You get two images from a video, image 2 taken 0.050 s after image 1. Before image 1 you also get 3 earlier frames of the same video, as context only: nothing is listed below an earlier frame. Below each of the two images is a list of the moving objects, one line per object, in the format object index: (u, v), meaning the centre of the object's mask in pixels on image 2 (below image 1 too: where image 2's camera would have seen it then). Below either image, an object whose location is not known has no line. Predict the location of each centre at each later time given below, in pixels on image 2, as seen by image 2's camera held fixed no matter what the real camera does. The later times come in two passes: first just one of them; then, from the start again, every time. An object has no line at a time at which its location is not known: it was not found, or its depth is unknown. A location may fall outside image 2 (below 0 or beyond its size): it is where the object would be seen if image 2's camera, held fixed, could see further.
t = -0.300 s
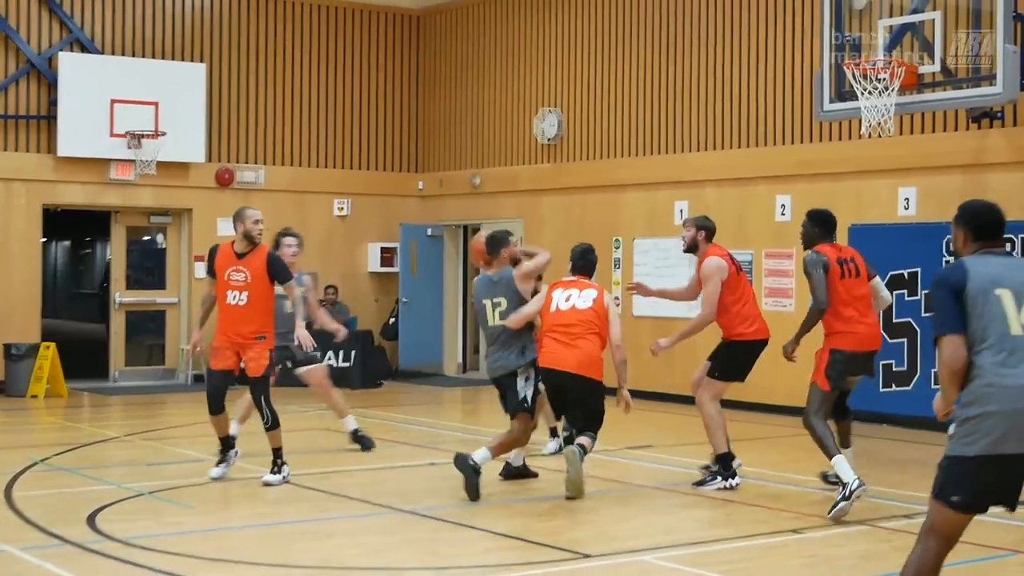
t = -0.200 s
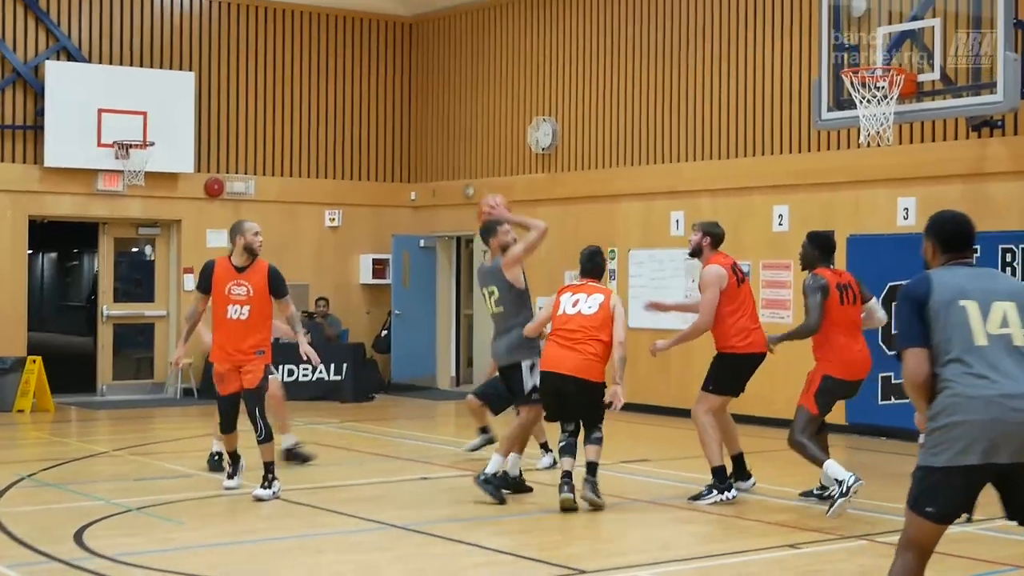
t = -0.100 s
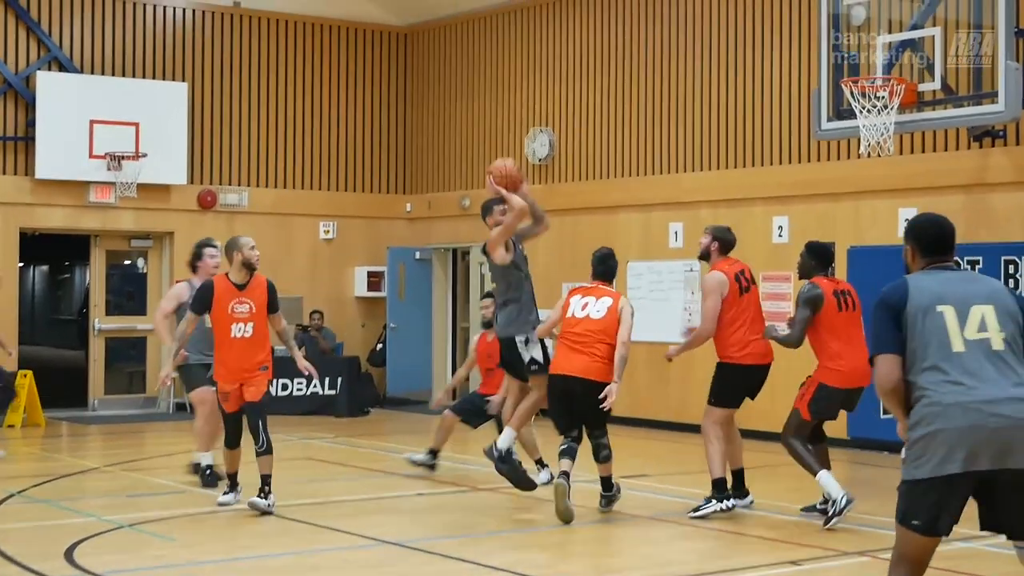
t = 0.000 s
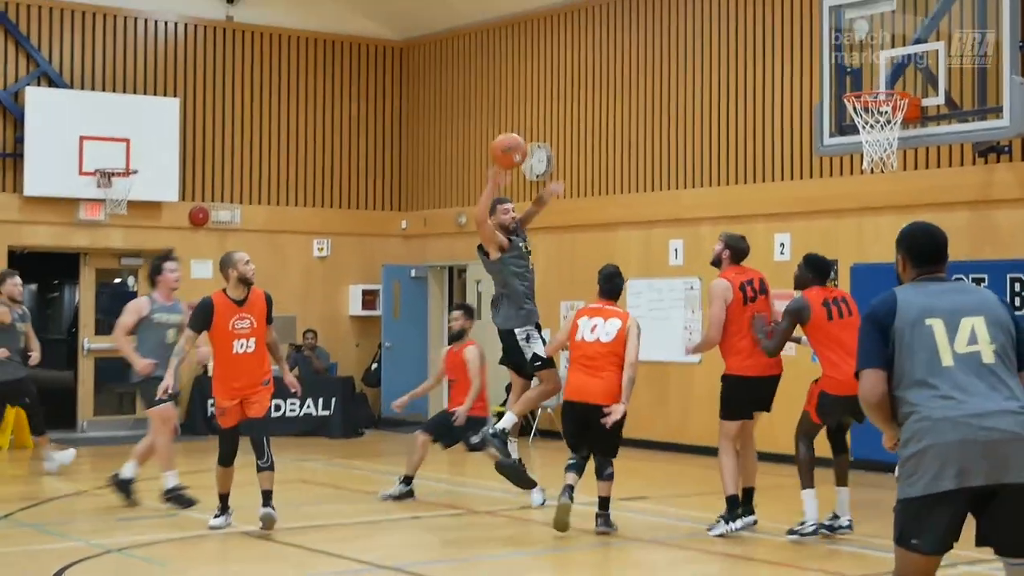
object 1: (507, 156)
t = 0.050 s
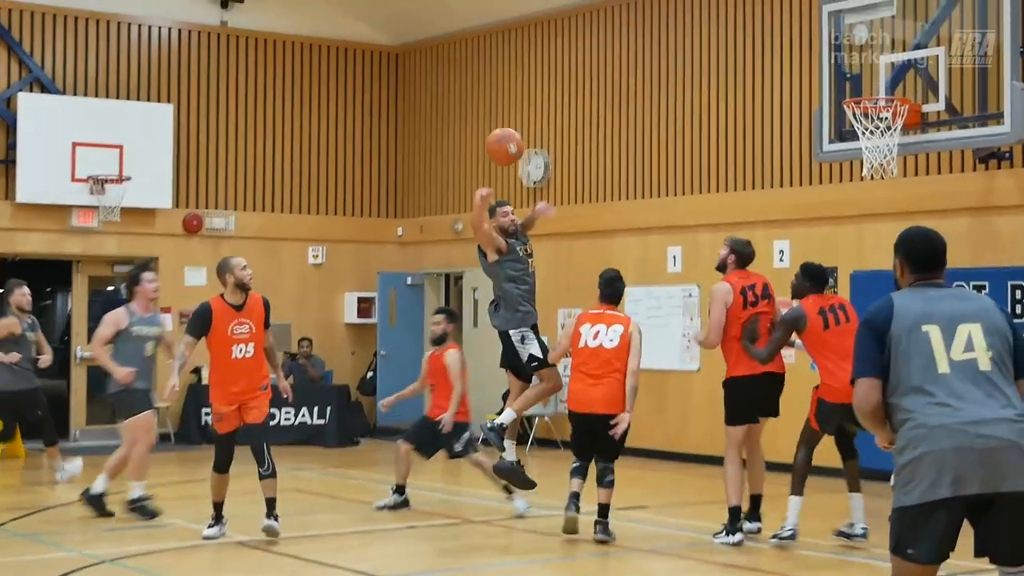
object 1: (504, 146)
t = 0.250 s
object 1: (497, 139)
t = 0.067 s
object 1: (504, 144)
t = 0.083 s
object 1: (504, 141)
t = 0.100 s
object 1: (504, 139)
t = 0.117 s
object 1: (503, 137)
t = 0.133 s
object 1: (502, 136)
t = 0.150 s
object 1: (501, 135)
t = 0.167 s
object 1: (501, 134)
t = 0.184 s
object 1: (501, 135)
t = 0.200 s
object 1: (499, 135)
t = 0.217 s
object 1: (498, 135)
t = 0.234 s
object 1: (498, 138)
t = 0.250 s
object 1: (497, 139)
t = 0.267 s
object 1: (496, 142)
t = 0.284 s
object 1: (495, 146)
